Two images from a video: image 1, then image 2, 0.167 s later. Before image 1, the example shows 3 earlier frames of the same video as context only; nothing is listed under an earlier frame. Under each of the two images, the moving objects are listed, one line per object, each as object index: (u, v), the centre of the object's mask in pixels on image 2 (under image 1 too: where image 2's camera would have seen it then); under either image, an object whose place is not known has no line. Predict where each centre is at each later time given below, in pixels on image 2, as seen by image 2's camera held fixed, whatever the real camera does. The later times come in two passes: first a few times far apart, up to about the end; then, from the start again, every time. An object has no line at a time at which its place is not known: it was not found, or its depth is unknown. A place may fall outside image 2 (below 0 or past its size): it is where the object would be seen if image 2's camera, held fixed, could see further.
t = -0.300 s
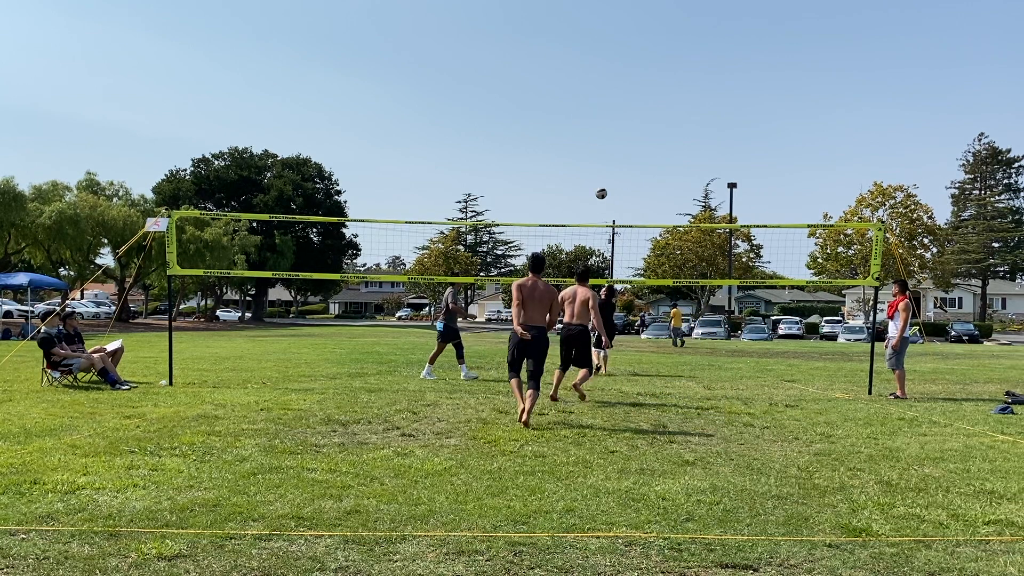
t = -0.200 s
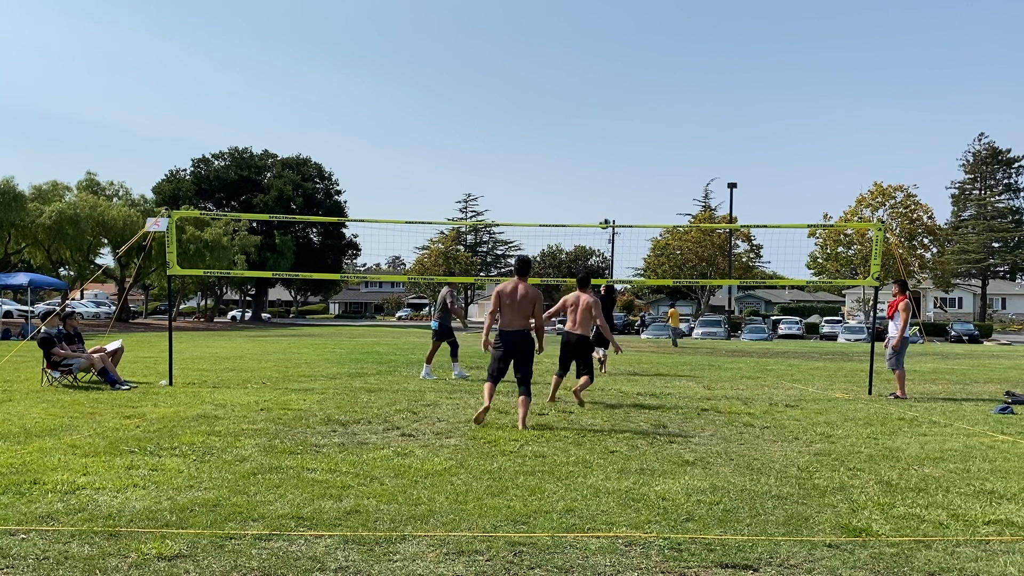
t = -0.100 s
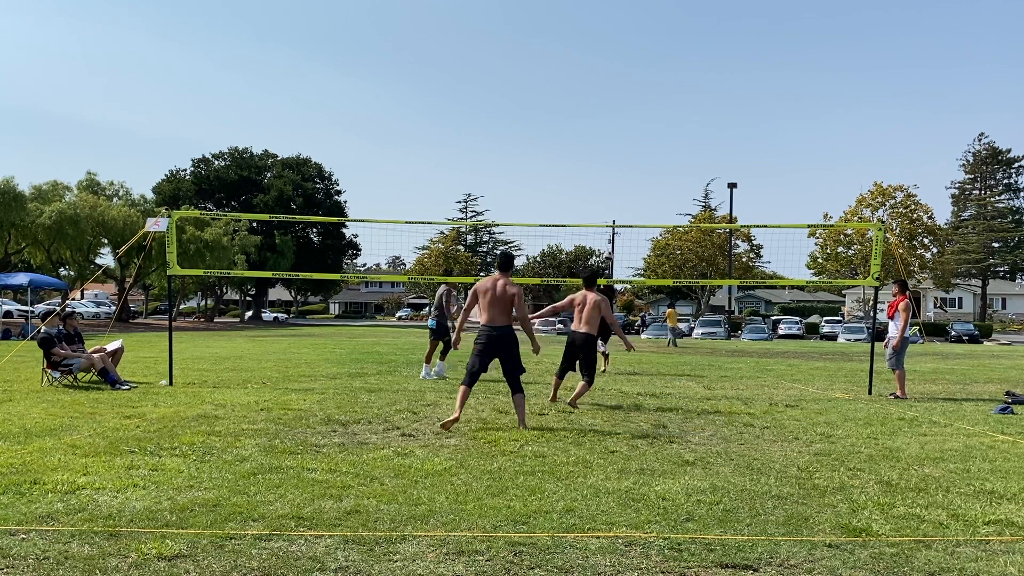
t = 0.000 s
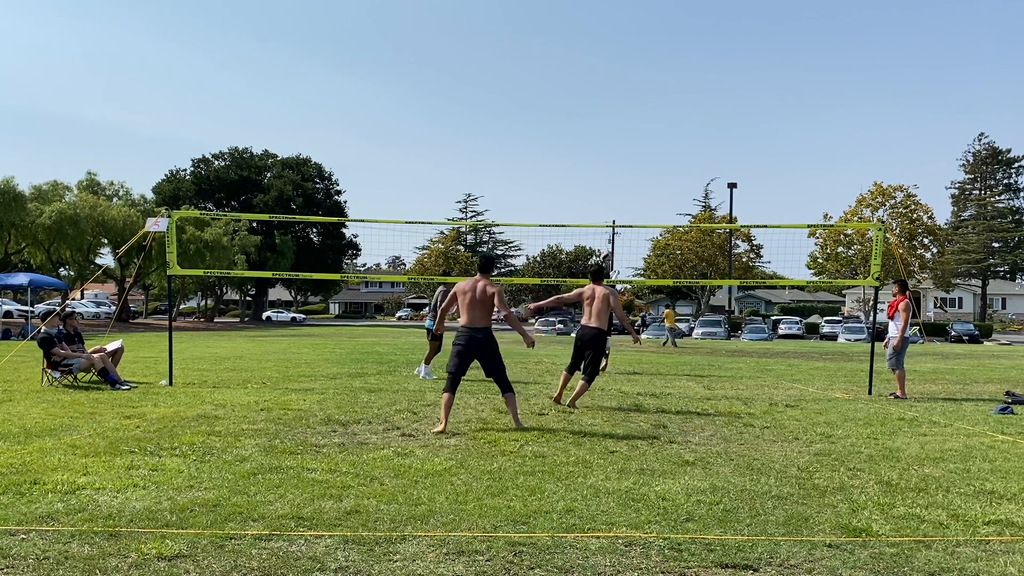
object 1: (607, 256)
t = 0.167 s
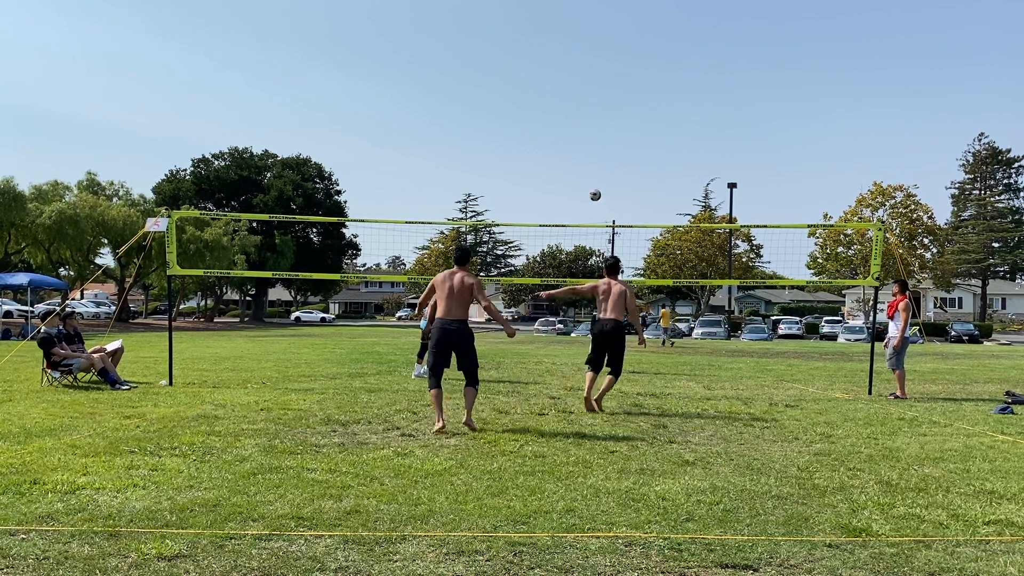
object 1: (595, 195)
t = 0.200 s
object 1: (593, 185)
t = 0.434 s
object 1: (577, 125)
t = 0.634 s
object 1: (563, 95)
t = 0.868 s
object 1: (545, 88)
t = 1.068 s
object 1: (529, 106)
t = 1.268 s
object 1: (513, 148)
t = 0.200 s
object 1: (593, 185)
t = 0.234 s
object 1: (590, 175)
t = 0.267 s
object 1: (588, 165)
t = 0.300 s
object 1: (586, 155)
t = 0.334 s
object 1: (584, 147)
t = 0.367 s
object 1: (582, 139)
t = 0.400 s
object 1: (579, 132)
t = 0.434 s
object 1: (577, 125)
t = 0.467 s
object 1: (575, 118)
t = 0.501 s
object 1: (572, 113)
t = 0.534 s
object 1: (570, 107)
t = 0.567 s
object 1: (568, 103)
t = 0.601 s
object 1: (565, 98)
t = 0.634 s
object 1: (563, 95)
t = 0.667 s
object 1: (560, 92)
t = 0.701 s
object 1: (558, 90)
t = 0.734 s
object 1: (555, 88)
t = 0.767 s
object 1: (553, 87)
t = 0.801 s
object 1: (550, 86)
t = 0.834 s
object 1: (547, 87)
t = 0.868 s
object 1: (545, 88)
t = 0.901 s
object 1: (542, 89)
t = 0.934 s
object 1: (540, 91)
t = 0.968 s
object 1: (537, 94)
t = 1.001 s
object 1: (534, 97)
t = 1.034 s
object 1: (532, 101)
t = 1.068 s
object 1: (529, 106)
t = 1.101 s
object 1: (526, 111)
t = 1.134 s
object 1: (524, 117)
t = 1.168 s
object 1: (521, 124)
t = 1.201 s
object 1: (518, 131)
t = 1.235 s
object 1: (516, 139)
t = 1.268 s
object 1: (513, 148)
